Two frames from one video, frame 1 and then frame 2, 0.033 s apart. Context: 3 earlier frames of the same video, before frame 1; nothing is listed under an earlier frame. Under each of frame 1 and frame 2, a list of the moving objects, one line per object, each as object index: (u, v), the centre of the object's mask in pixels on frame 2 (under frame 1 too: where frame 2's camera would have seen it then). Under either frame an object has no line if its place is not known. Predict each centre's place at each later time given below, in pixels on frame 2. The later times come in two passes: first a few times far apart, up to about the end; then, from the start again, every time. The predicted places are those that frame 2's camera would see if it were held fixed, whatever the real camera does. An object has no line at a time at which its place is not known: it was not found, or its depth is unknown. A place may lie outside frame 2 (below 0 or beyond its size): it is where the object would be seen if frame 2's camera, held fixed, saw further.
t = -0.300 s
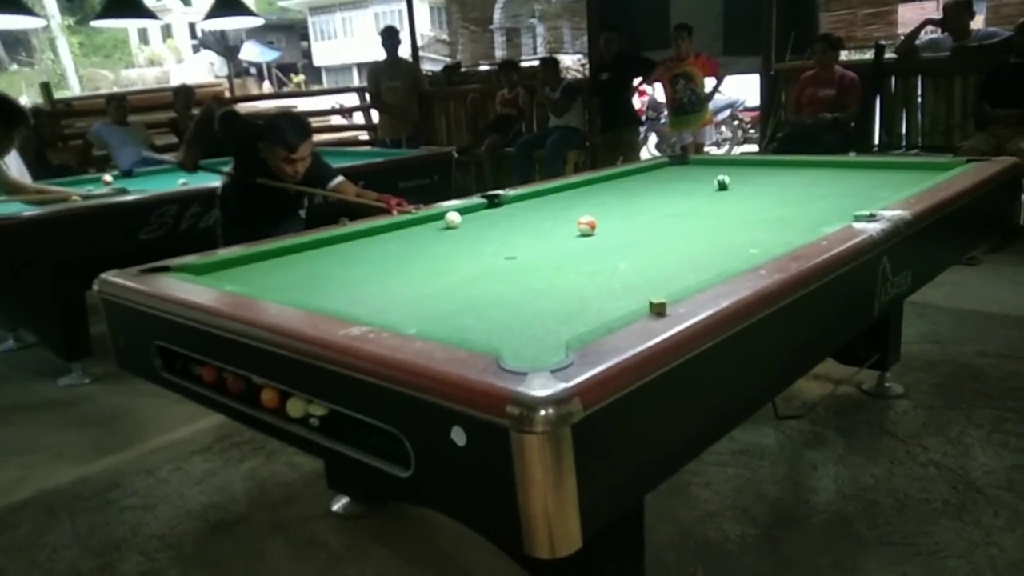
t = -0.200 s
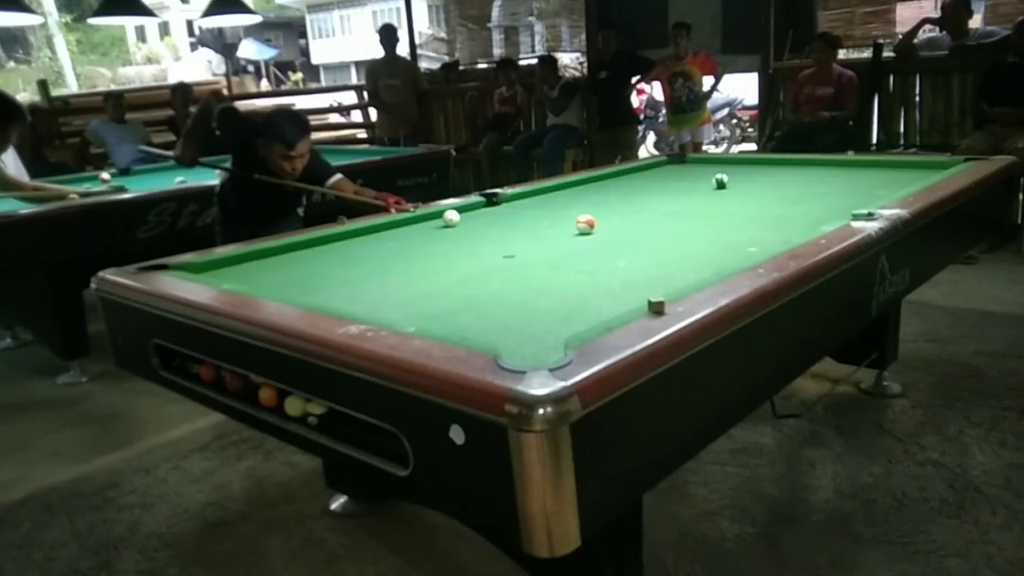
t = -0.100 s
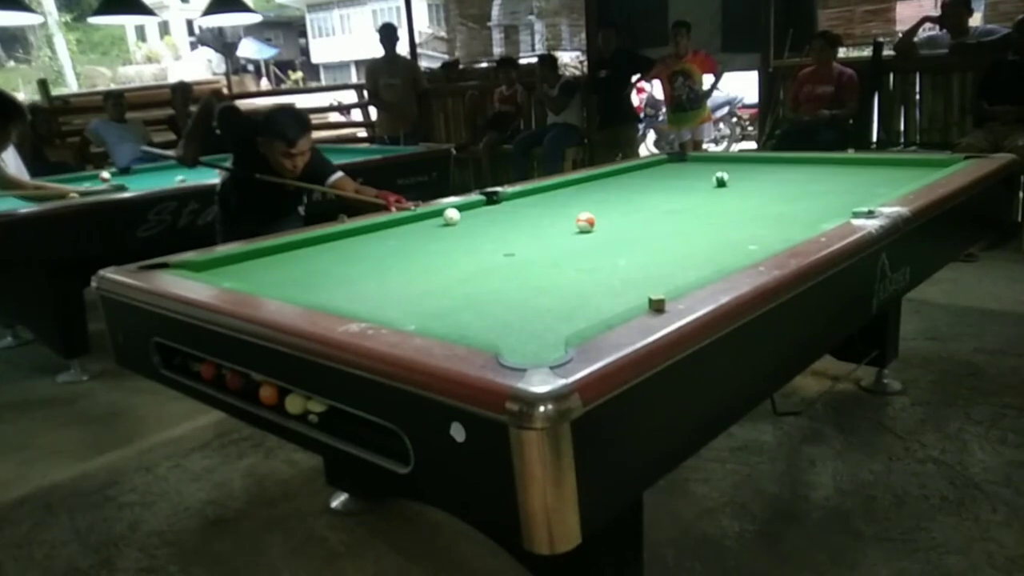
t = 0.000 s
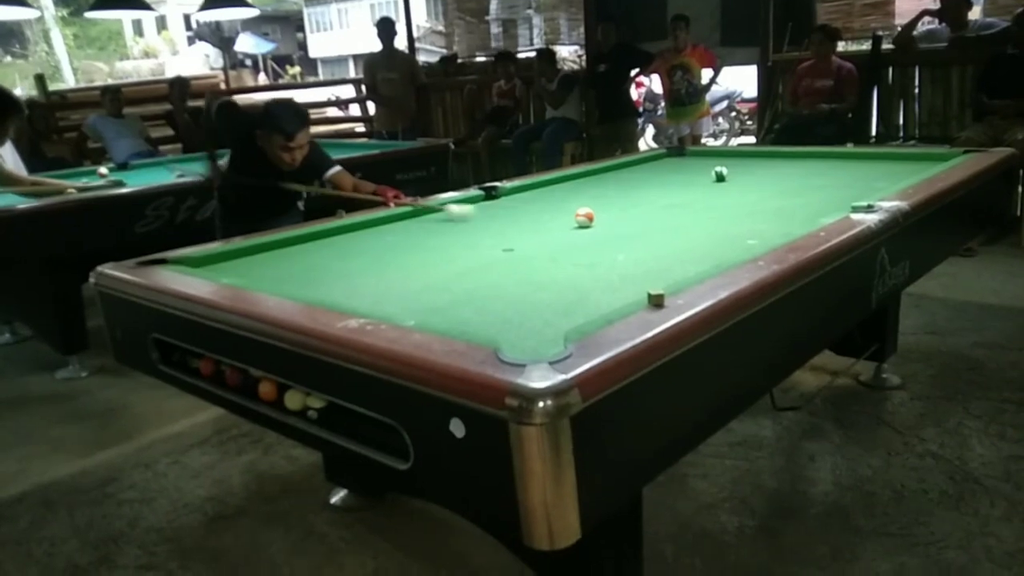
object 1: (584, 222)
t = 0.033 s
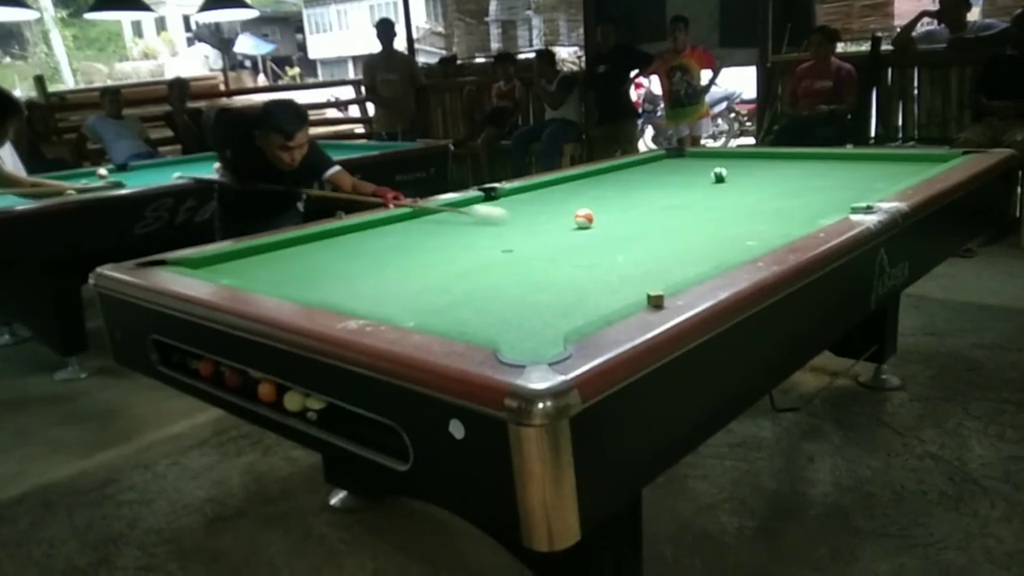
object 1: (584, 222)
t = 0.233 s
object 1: (714, 219)
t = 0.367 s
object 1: (839, 210)
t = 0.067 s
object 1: (584, 222)
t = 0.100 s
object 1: (584, 222)
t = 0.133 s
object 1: (608, 222)
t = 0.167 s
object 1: (643, 220)
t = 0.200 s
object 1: (678, 220)
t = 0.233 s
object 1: (714, 219)
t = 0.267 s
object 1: (749, 219)
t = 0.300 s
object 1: (783, 218)
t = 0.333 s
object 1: (813, 214)
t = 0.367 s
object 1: (839, 210)
